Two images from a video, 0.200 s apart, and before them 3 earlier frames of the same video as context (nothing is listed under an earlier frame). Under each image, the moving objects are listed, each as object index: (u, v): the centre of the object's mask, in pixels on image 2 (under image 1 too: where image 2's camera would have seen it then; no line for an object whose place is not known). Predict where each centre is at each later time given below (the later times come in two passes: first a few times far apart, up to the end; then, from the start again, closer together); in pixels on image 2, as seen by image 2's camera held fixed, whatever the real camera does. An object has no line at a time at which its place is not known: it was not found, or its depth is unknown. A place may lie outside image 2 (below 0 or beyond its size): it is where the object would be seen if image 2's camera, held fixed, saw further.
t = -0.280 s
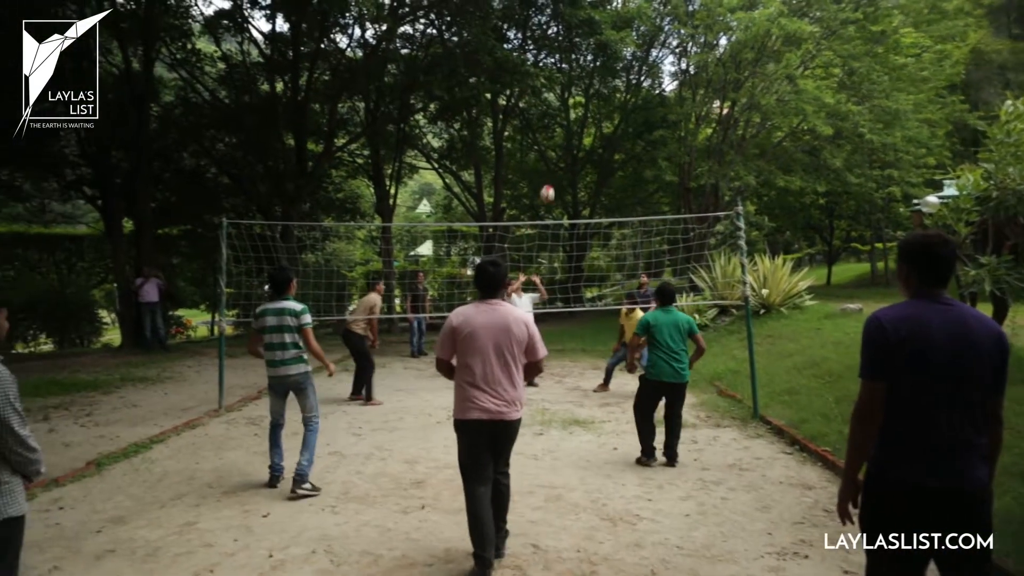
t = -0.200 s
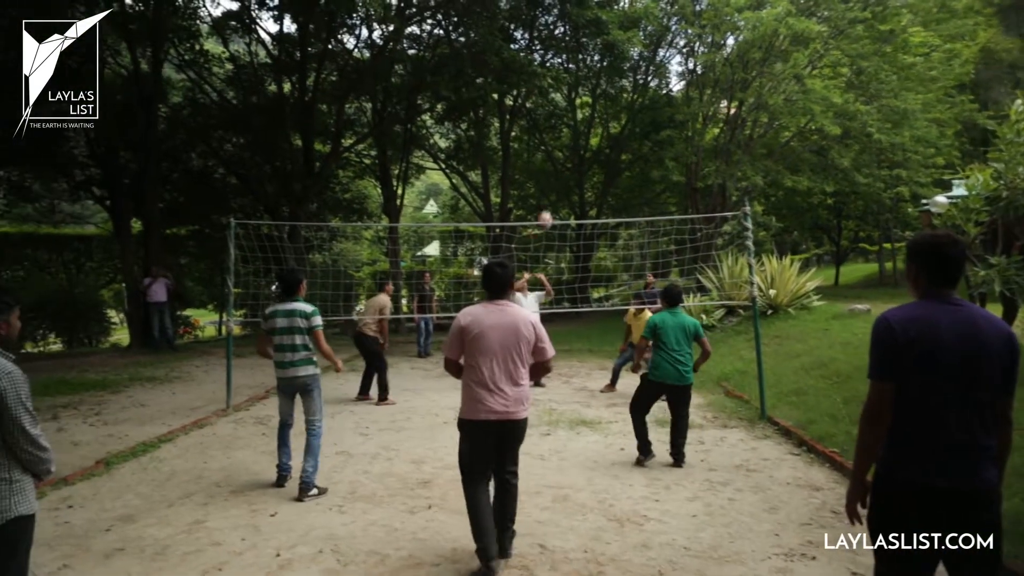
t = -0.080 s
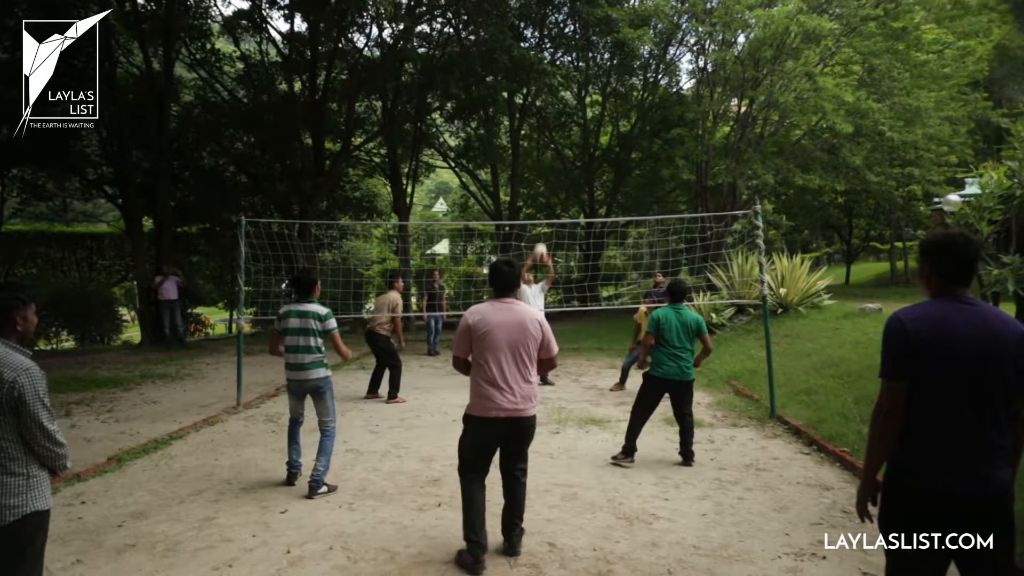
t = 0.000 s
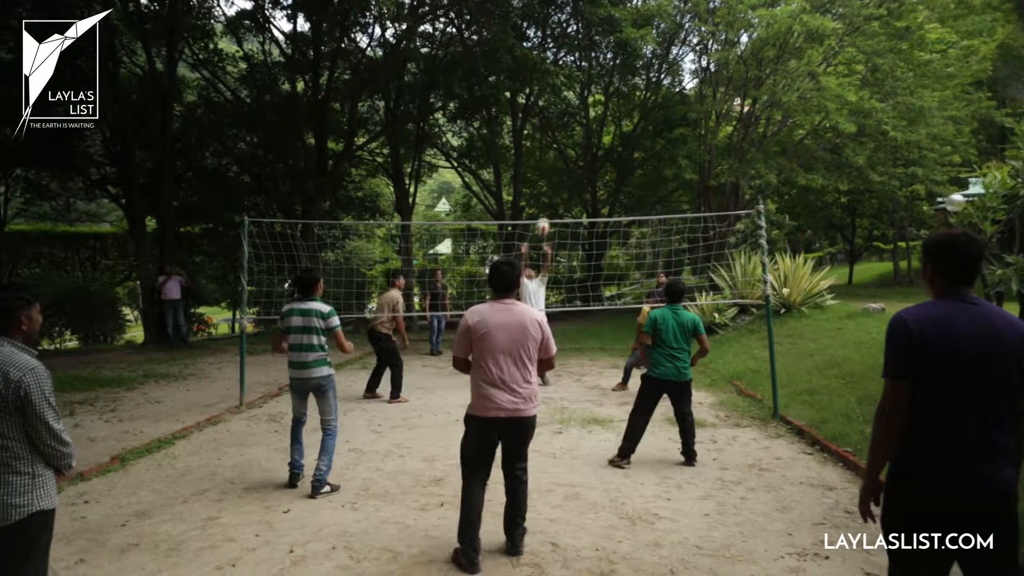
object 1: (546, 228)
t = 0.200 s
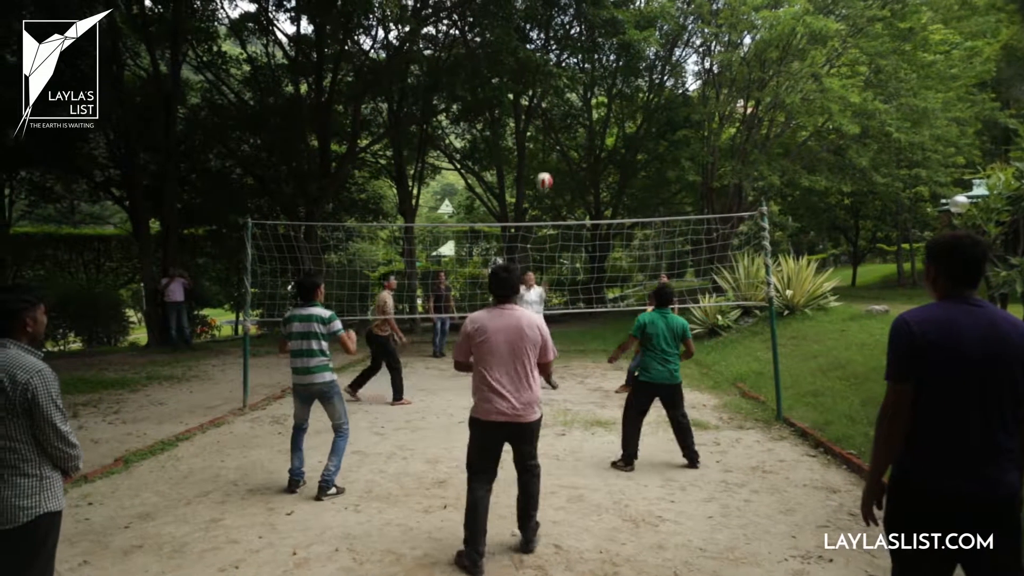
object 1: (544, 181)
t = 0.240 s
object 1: (544, 174)
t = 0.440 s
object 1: (541, 159)
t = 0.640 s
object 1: (538, 170)
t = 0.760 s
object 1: (536, 195)
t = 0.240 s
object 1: (544, 174)
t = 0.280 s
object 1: (543, 169)
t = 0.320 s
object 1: (543, 165)
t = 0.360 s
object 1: (542, 161)
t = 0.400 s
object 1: (542, 160)
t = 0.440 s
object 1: (541, 159)
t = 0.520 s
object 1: (541, 159)
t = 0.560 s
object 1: (540, 161)
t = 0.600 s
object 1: (539, 165)
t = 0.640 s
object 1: (538, 170)
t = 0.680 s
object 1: (537, 177)
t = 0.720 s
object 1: (537, 185)
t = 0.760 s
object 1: (536, 195)
